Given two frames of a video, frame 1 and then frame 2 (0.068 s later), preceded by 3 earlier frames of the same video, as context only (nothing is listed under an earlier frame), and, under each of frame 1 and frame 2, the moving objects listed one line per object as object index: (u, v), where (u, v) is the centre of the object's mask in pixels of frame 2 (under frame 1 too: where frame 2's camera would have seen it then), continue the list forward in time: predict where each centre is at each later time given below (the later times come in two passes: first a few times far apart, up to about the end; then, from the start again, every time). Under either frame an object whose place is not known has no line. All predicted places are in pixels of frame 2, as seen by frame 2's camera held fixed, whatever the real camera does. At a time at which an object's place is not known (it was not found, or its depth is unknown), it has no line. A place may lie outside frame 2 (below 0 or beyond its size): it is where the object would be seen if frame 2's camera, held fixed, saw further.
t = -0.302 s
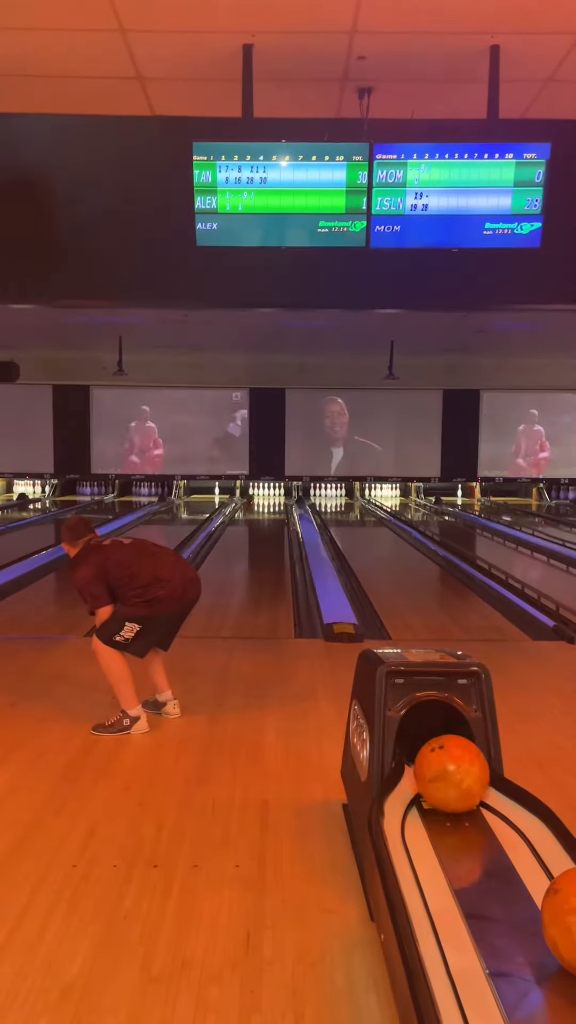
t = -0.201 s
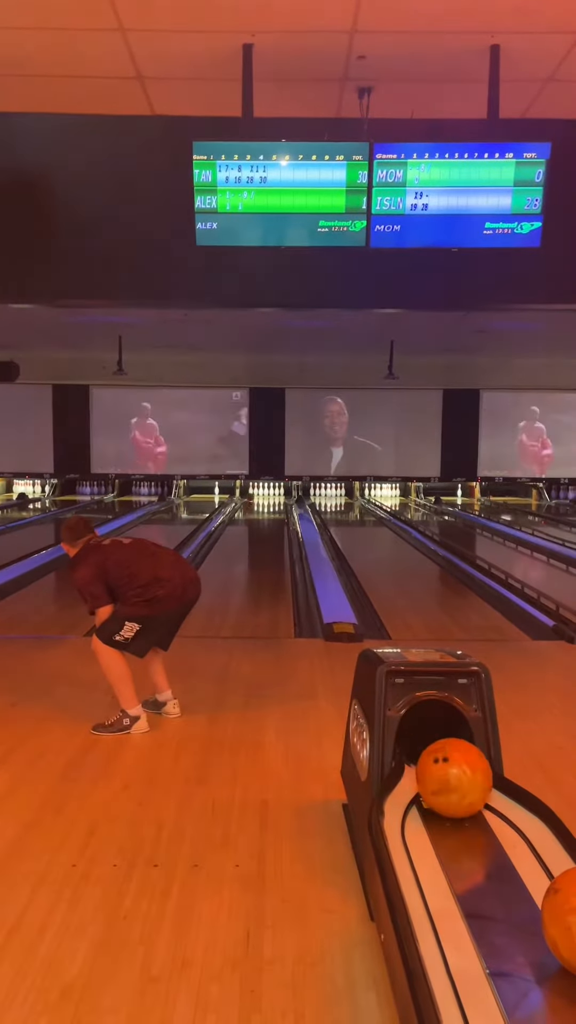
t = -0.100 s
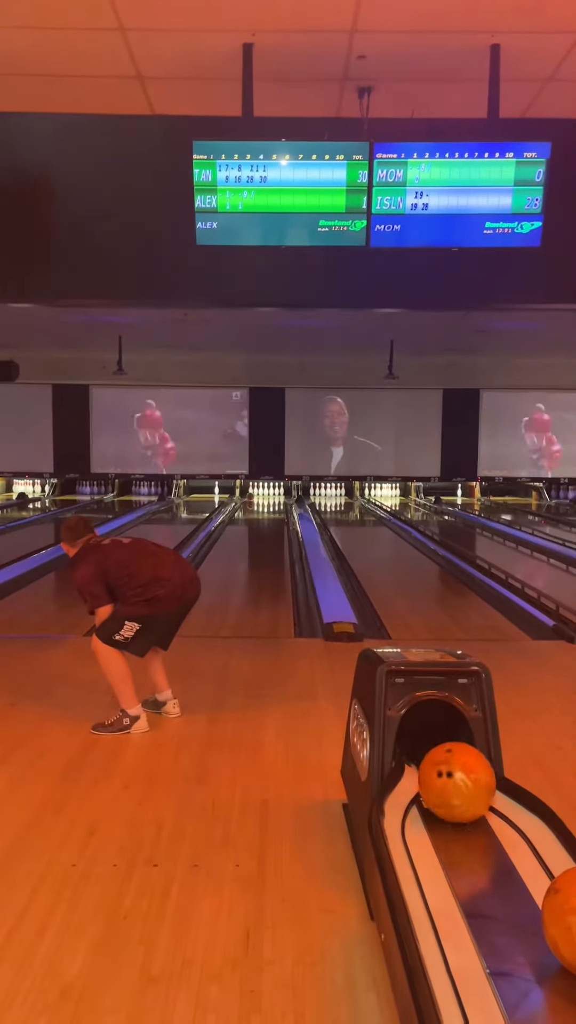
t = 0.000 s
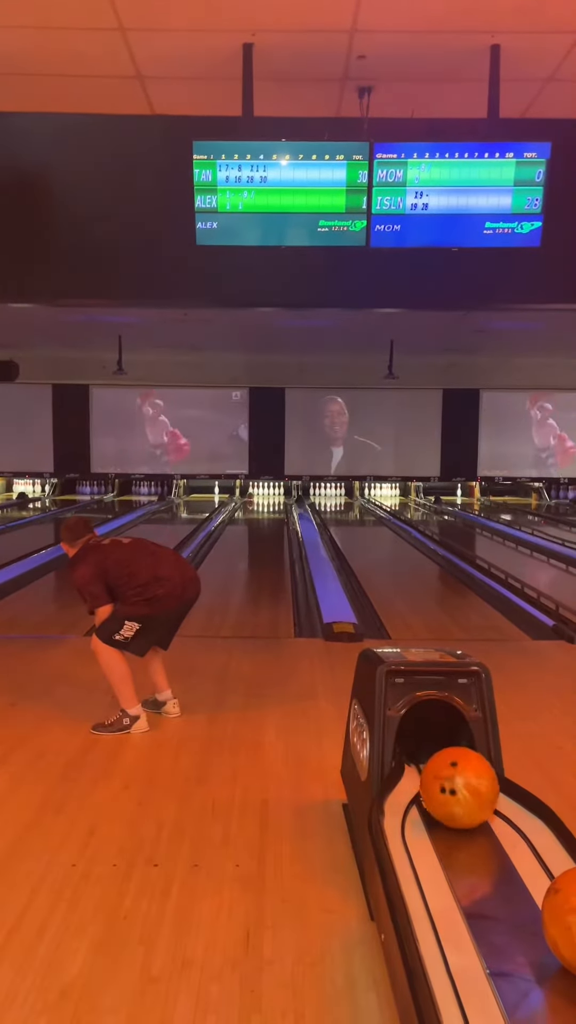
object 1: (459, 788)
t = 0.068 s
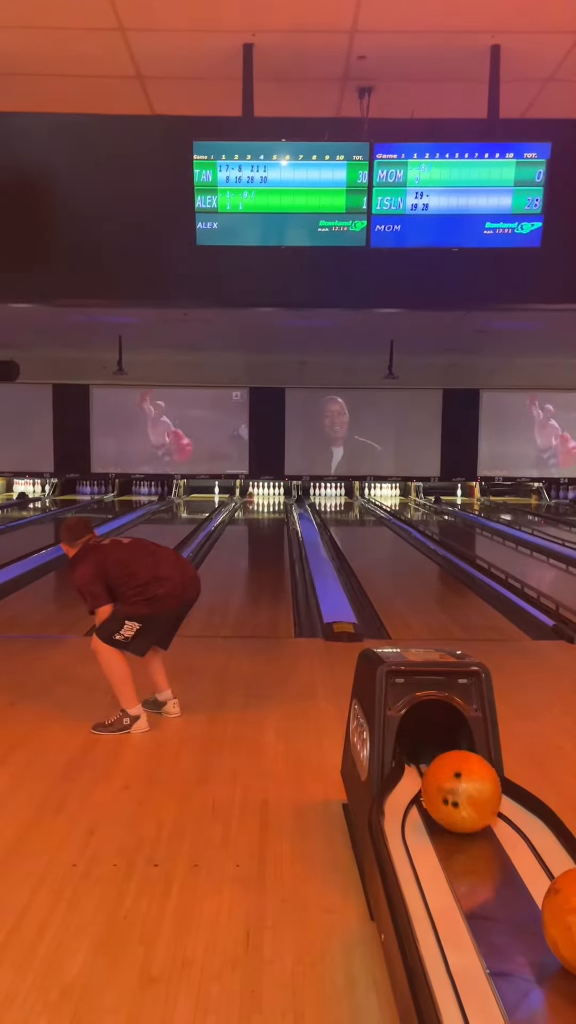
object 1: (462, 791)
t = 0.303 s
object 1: (470, 805)
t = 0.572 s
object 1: (482, 821)
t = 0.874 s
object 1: (502, 841)
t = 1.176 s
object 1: (522, 862)
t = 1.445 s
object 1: (519, 868)
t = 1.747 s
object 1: (510, 871)
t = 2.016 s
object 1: (505, 876)
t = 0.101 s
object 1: (463, 793)
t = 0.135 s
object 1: (464, 795)
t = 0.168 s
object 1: (465, 797)
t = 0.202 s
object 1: (466, 799)
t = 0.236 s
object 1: (468, 801)
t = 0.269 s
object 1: (468, 803)
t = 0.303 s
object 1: (470, 805)
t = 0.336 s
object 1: (471, 806)
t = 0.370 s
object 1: (472, 808)
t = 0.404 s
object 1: (474, 810)
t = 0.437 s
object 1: (475, 812)
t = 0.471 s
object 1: (477, 814)
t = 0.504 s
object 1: (479, 816)
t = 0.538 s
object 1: (480, 818)
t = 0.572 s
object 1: (482, 821)
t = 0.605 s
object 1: (484, 823)
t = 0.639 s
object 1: (486, 825)
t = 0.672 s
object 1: (488, 827)
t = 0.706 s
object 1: (490, 829)
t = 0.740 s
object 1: (492, 832)
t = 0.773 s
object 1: (495, 834)
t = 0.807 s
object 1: (497, 836)
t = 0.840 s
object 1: (499, 839)
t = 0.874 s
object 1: (502, 841)
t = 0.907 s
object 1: (505, 844)
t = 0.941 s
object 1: (507, 846)
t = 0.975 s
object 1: (510, 849)
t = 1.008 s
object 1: (513, 851)
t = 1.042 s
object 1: (516, 854)
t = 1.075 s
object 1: (519, 856)
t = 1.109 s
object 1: (520, 858)
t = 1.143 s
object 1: (521, 860)
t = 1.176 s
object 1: (522, 862)
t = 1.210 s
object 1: (524, 865)
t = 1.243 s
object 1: (524, 866)
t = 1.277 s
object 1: (523, 866)
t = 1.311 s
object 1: (522, 866)
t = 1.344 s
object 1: (521, 866)
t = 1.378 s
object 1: (520, 867)
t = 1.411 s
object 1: (520, 867)
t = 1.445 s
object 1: (519, 868)
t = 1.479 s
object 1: (518, 868)
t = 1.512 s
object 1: (517, 868)
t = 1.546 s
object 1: (516, 869)
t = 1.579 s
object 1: (515, 869)
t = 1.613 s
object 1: (514, 870)
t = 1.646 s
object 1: (513, 870)
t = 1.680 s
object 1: (512, 870)
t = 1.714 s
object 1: (511, 871)
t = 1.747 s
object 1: (510, 871)
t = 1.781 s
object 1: (509, 872)
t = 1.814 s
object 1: (509, 872)
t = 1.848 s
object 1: (508, 872)
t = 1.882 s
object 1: (507, 873)
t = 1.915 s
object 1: (507, 874)
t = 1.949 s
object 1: (506, 875)
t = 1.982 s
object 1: (505, 875)
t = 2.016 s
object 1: (505, 876)
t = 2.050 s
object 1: (504, 876)
